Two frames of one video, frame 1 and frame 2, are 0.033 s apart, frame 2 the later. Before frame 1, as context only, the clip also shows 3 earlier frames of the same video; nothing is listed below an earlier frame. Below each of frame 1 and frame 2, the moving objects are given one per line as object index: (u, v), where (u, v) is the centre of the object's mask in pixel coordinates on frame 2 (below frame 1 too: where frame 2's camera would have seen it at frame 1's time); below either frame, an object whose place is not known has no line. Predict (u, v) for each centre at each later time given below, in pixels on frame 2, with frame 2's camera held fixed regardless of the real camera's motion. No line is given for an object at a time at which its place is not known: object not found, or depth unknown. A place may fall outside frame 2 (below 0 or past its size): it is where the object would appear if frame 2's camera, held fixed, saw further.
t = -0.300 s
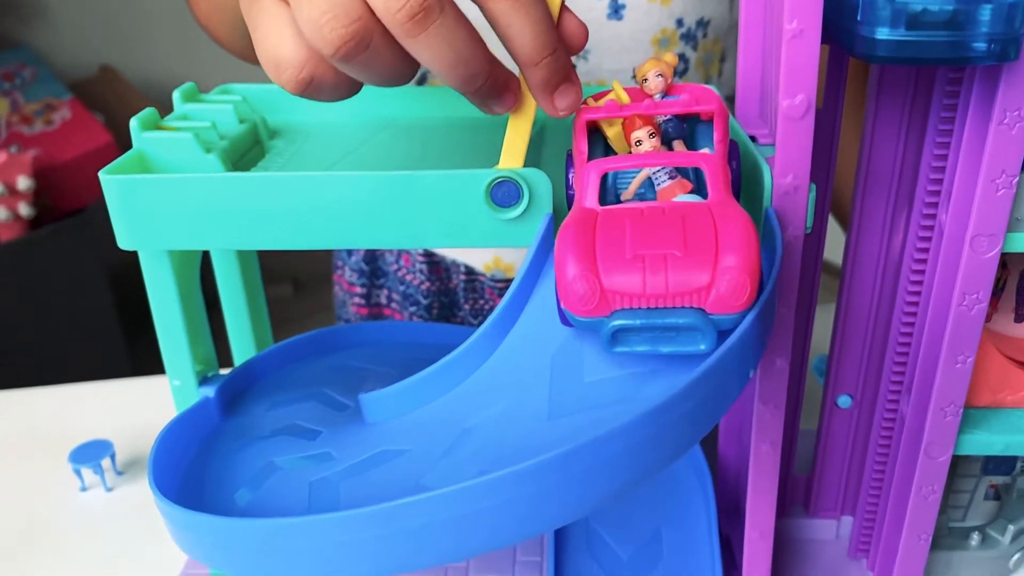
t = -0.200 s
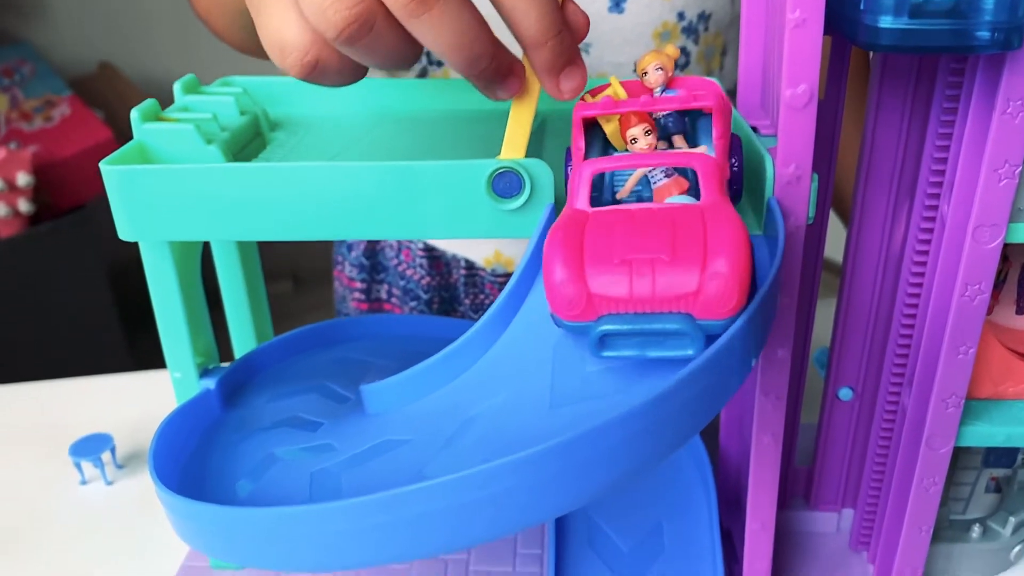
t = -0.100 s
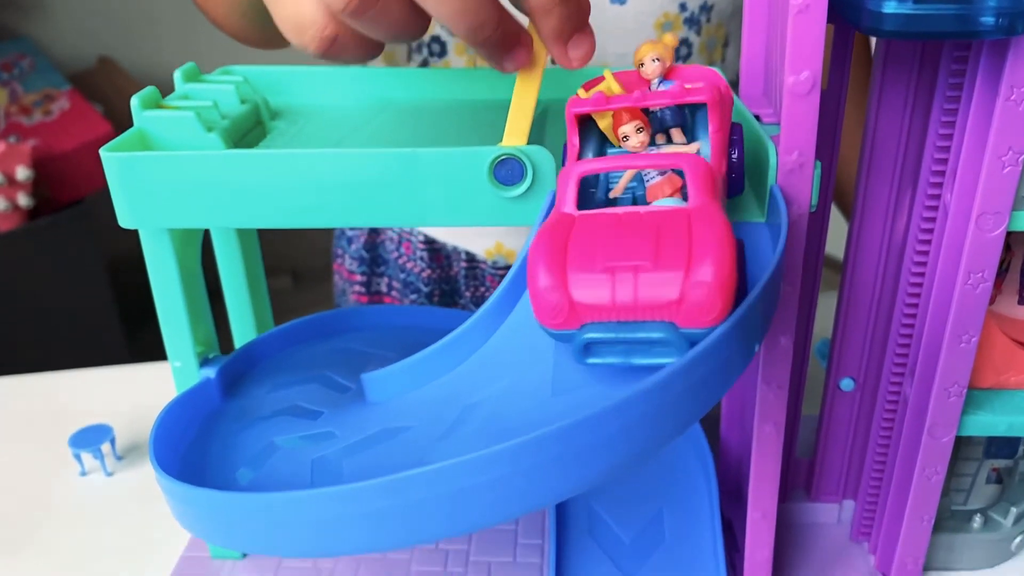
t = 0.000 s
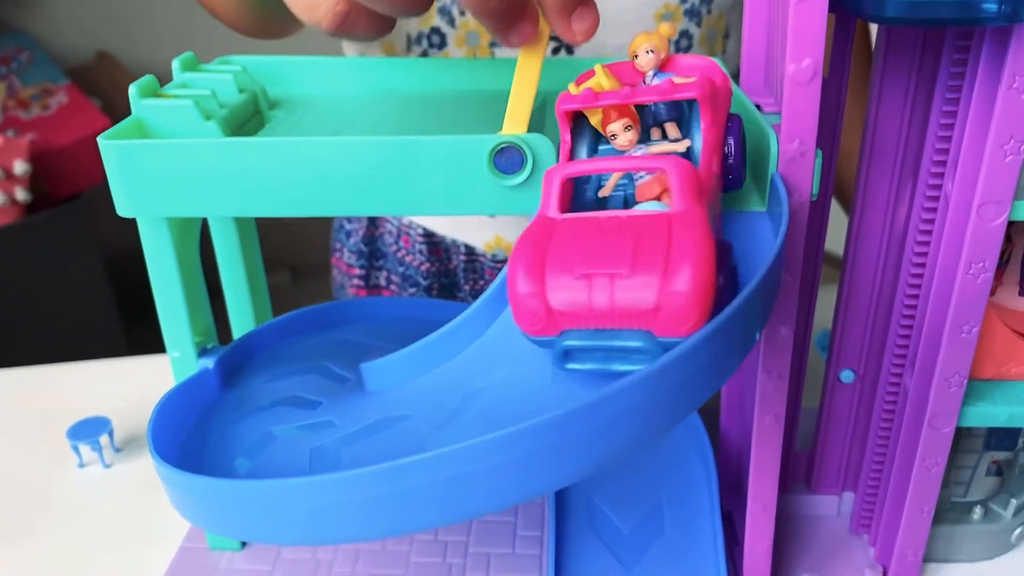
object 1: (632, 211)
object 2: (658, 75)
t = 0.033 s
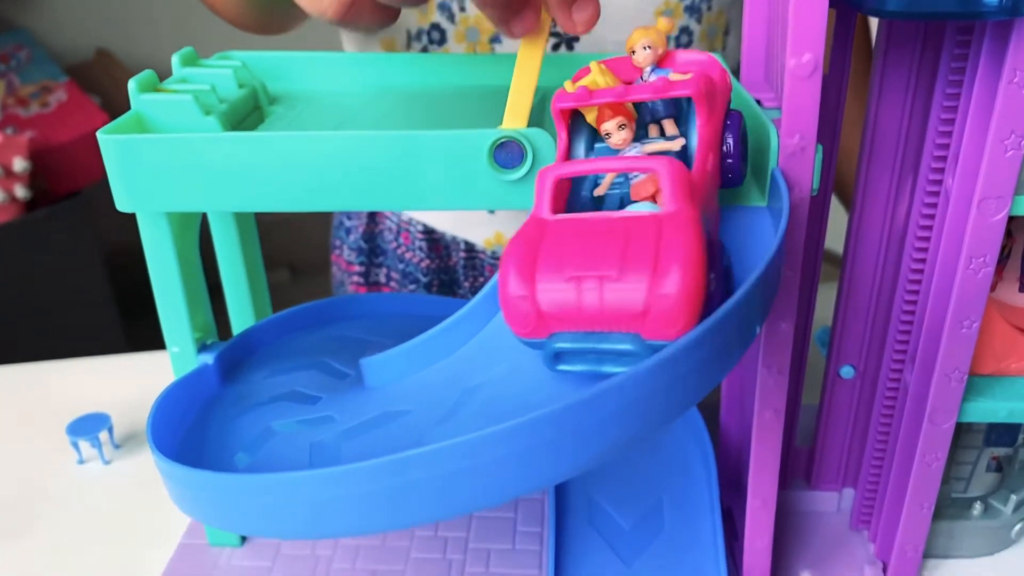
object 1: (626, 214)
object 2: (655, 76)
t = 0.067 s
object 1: (623, 217)
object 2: (652, 78)
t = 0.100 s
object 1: (619, 219)
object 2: (650, 80)
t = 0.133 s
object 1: (614, 223)
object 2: (649, 82)
